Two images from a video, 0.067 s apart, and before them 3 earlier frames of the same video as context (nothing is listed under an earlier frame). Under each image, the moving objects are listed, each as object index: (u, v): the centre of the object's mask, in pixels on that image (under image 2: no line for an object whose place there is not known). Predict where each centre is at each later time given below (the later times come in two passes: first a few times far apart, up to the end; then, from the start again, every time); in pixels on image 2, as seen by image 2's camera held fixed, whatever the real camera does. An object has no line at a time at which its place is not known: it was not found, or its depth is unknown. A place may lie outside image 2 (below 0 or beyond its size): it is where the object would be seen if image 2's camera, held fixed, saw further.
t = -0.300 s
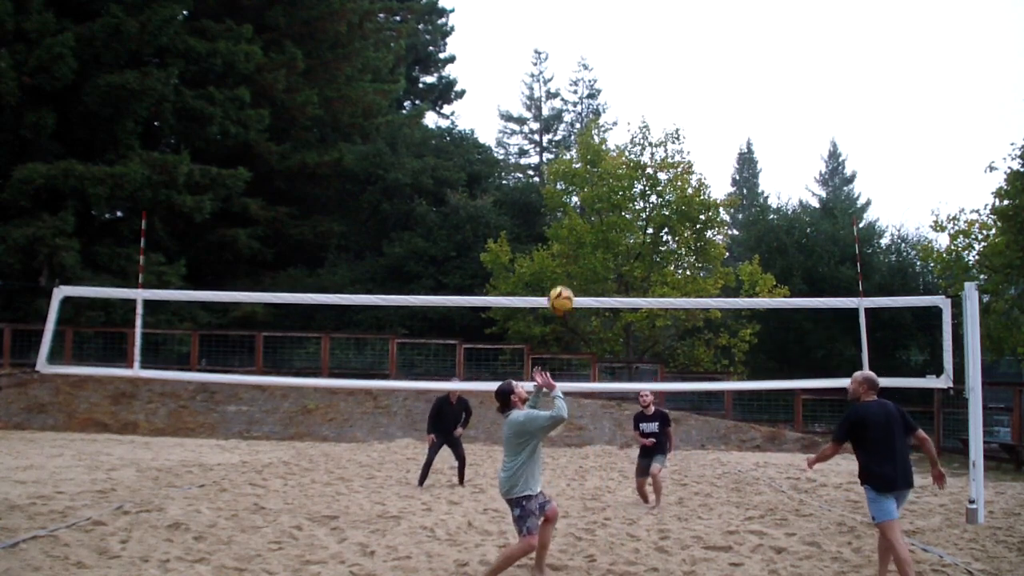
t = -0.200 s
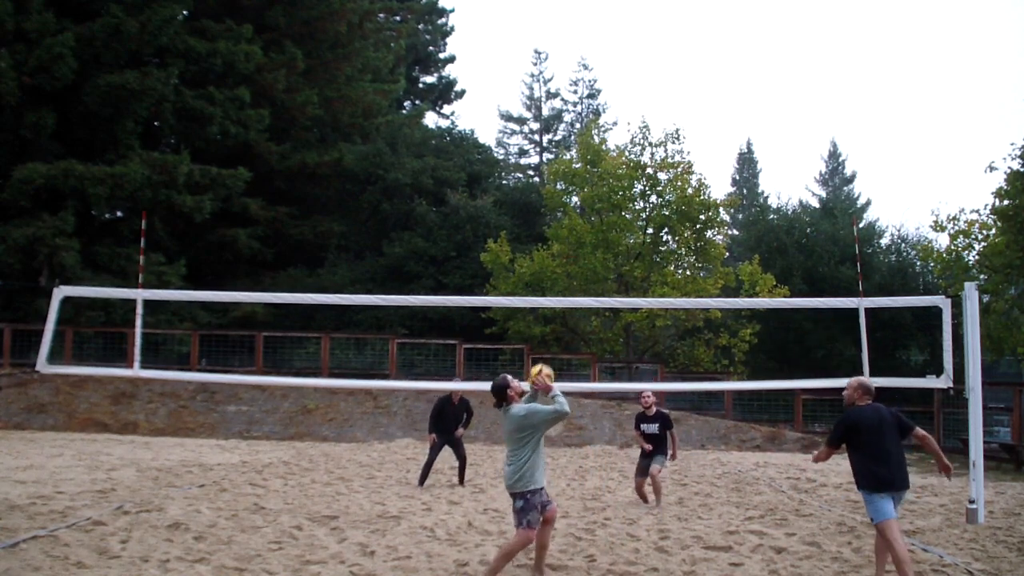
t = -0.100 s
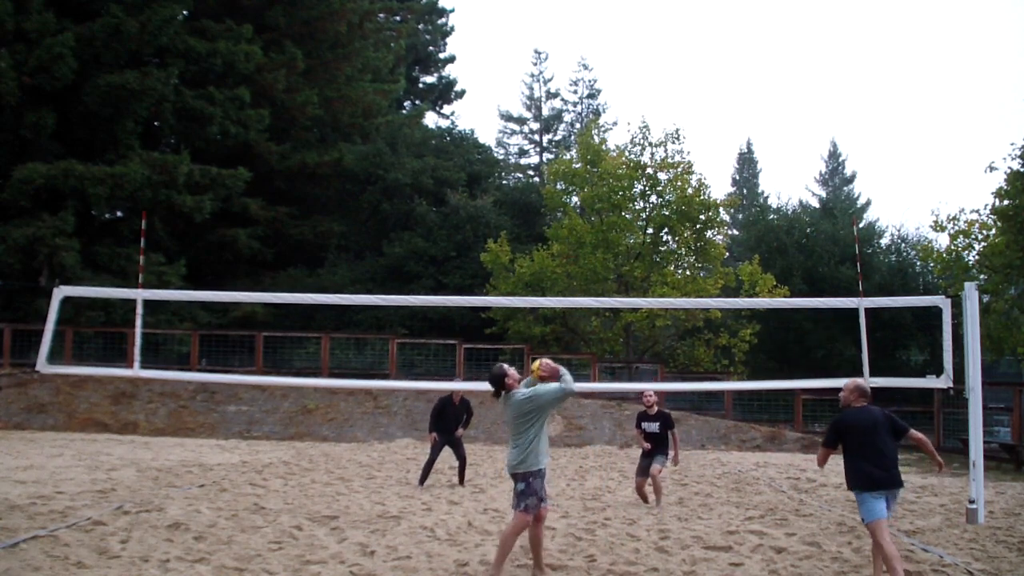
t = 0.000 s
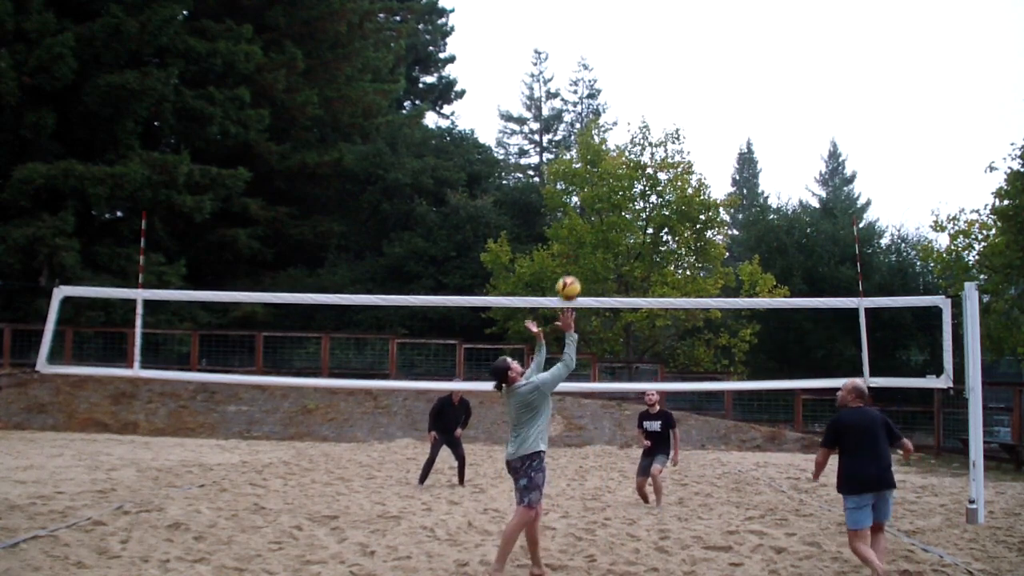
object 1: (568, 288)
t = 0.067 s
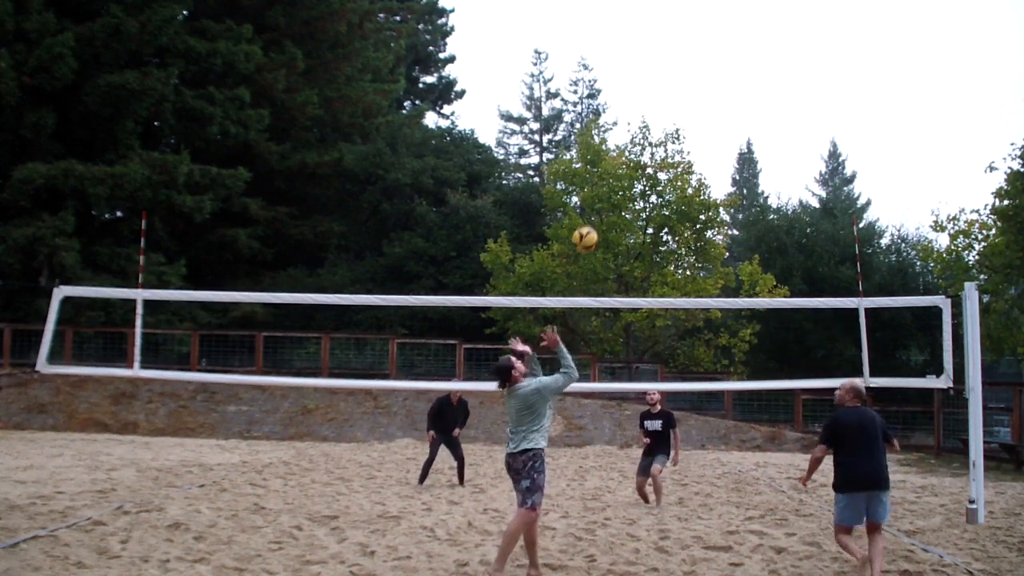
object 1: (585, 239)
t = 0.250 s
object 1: (627, 137)
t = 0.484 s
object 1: (673, 68)
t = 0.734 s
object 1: (717, 60)
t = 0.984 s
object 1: (757, 111)
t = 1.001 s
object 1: (760, 116)
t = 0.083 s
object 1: (589, 228)
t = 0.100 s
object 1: (593, 217)
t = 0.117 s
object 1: (597, 206)
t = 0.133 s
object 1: (601, 197)
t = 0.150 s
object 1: (605, 186)
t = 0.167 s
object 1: (609, 178)
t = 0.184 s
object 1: (612, 168)
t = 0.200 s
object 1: (616, 160)
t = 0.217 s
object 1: (619, 153)
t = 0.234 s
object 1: (623, 145)
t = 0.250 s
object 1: (627, 137)
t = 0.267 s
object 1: (630, 130)
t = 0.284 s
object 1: (634, 124)
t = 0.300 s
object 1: (638, 117)
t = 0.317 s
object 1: (641, 111)
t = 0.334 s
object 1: (644, 105)
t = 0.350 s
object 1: (648, 100)
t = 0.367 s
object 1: (651, 95)
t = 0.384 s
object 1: (654, 90)
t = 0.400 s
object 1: (657, 86)
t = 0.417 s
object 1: (661, 82)
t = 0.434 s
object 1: (664, 78)
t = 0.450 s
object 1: (667, 75)
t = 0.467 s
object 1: (670, 71)
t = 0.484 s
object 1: (673, 68)
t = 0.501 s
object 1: (676, 66)
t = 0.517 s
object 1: (679, 64)
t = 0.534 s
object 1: (682, 62)
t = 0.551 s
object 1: (685, 60)
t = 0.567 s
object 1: (688, 59)
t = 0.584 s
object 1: (691, 58)
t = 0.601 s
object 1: (694, 57)
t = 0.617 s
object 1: (697, 56)
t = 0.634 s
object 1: (700, 56)
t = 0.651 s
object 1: (703, 56)
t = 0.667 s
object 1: (706, 56)
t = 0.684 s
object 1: (709, 57)
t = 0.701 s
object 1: (711, 58)
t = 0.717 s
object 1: (714, 59)
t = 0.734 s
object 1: (717, 60)
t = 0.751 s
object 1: (720, 62)
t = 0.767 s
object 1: (722, 64)
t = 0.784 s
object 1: (725, 66)
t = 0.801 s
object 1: (728, 68)
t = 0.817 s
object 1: (731, 71)
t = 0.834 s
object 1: (733, 74)
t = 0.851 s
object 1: (736, 77)
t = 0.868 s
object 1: (739, 81)
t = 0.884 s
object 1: (741, 84)
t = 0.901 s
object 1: (744, 88)
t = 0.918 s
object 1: (747, 92)
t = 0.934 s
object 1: (749, 96)
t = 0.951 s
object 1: (752, 101)
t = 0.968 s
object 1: (754, 106)
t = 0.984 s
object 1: (757, 111)
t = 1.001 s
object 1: (760, 116)
